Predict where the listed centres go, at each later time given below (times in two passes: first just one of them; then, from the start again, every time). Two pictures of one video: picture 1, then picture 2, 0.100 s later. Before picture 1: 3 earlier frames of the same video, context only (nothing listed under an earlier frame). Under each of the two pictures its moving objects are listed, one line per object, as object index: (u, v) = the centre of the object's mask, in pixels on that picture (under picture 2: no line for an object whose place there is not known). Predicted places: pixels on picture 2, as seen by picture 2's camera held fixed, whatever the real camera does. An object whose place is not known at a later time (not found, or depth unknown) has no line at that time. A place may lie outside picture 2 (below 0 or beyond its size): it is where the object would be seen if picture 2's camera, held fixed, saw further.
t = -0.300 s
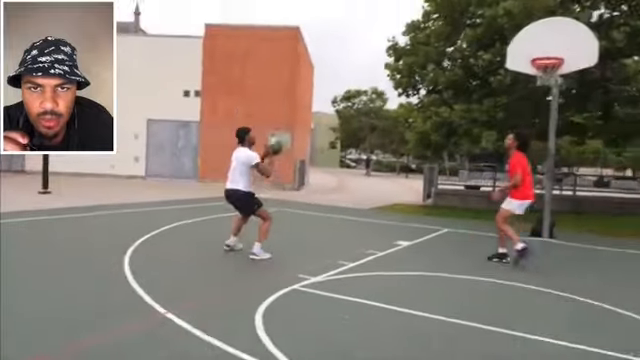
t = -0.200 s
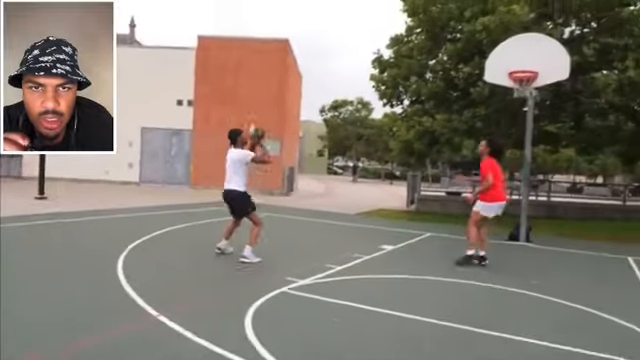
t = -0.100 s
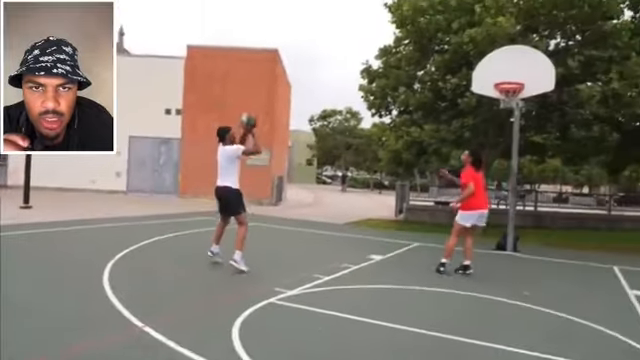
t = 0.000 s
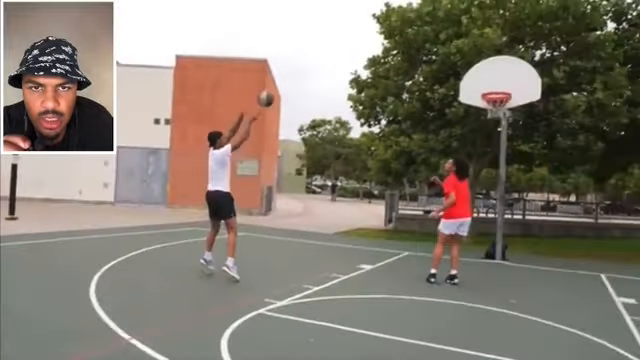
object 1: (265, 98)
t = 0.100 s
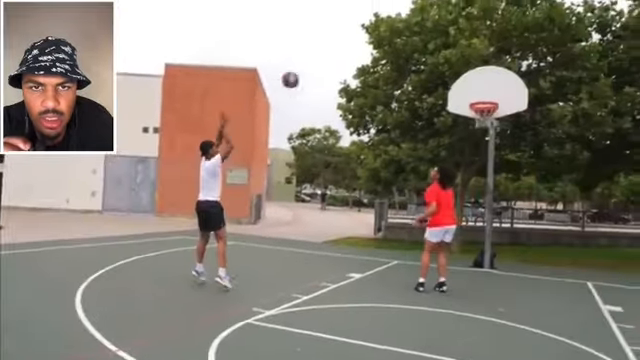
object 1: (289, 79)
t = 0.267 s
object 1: (342, 52)
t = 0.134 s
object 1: (301, 72)
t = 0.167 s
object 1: (312, 66)
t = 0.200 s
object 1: (322, 60)
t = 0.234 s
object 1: (332, 56)
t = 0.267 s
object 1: (342, 52)
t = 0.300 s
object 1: (352, 49)
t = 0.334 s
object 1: (362, 47)
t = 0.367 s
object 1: (371, 45)
